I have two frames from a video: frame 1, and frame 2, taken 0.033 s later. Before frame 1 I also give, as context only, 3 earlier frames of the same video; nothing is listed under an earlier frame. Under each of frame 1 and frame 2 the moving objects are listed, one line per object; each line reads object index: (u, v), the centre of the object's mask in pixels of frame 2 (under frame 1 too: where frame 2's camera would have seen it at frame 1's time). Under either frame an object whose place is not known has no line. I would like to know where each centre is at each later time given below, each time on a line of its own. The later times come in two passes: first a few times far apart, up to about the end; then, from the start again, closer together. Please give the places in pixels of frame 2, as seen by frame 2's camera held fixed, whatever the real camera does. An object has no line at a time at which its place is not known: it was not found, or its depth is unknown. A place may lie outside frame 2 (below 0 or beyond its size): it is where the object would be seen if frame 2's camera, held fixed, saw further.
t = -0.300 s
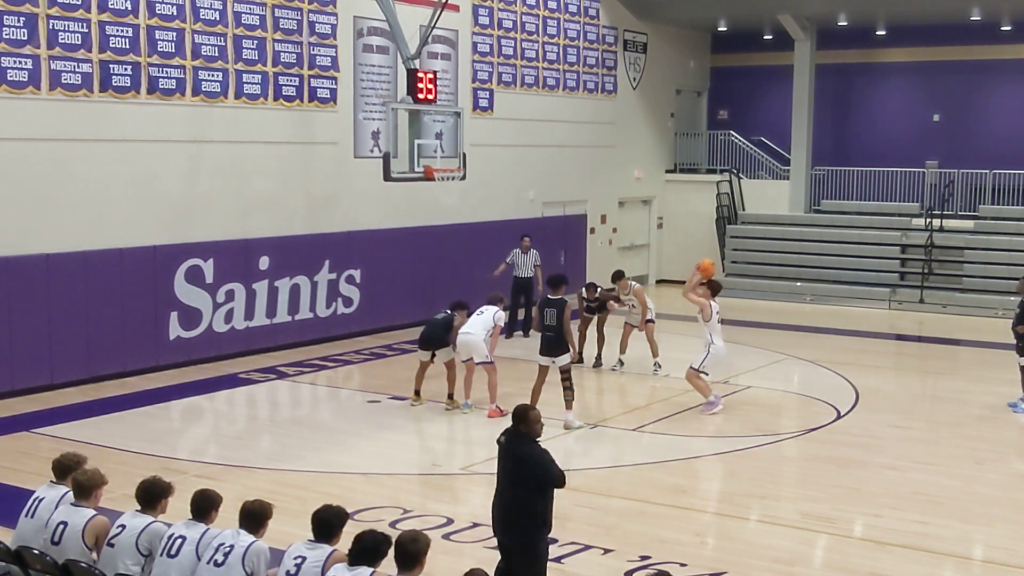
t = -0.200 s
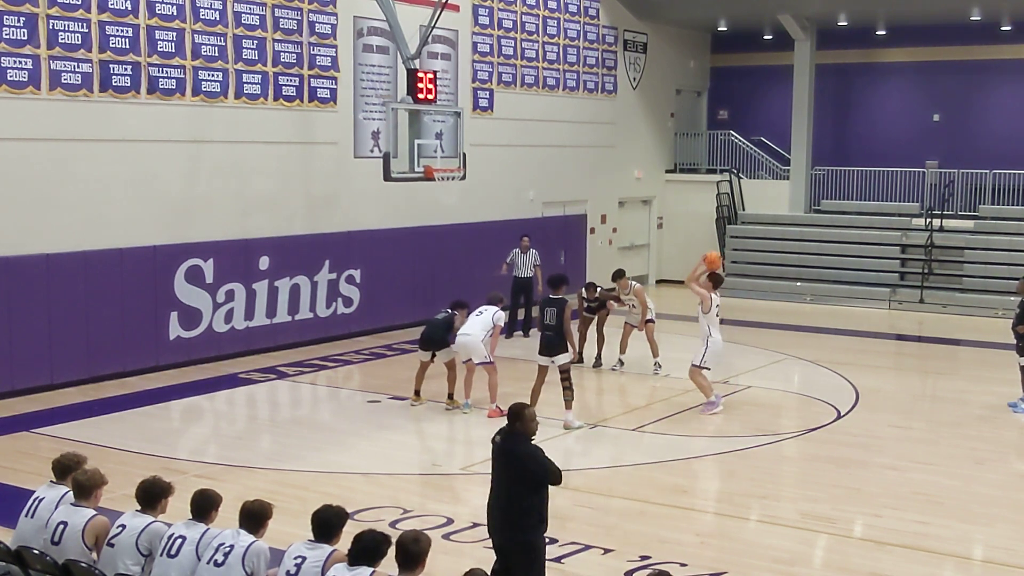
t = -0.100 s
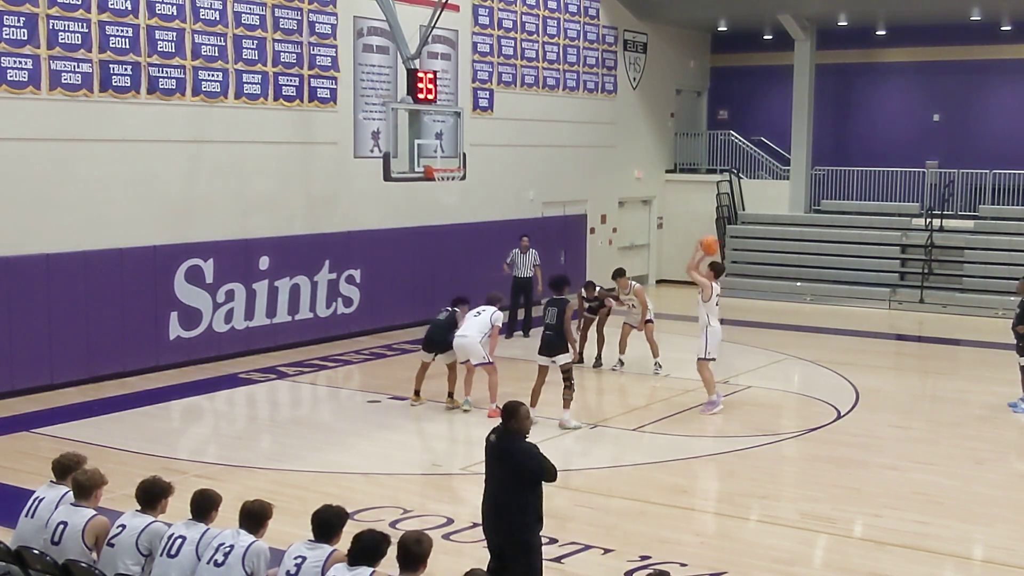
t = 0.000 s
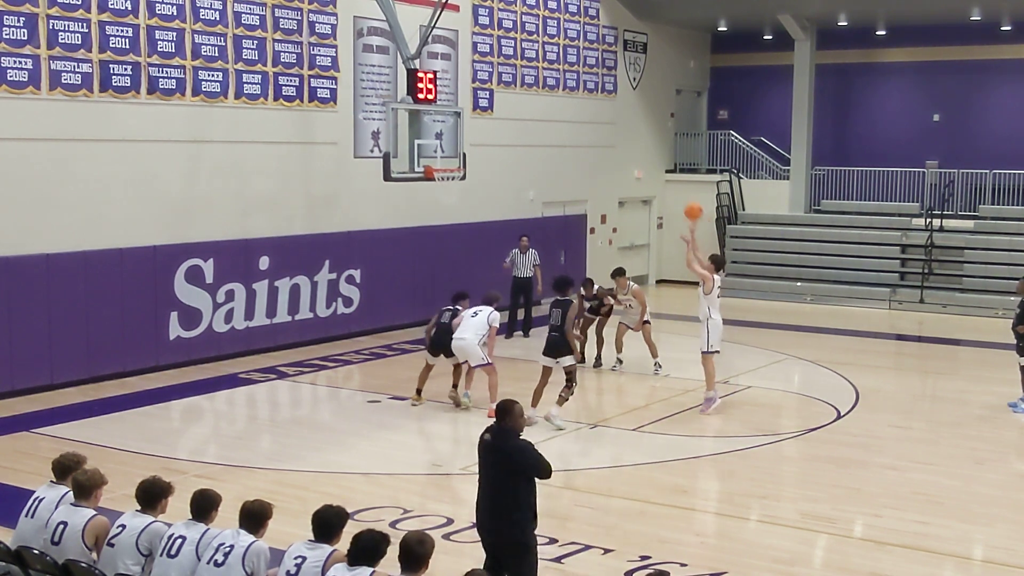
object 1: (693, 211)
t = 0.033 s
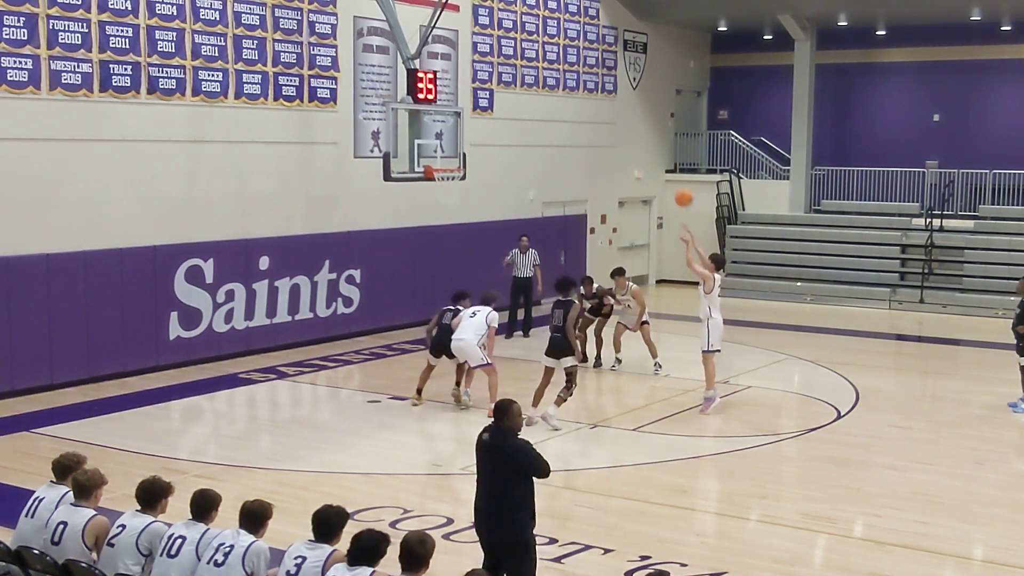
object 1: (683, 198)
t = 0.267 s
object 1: (619, 130)
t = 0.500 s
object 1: (557, 104)
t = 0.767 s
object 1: (492, 121)
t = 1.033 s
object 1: (439, 181)
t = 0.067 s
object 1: (674, 186)
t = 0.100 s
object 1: (665, 174)
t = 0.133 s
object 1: (656, 163)
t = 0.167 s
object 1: (646, 153)
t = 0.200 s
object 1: (637, 145)
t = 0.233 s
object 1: (628, 137)
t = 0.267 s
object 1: (619, 130)
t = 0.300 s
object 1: (610, 124)
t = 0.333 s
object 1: (601, 119)
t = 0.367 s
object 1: (592, 114)
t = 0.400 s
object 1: (583, 110)
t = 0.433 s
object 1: (574, 108)
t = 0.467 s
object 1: (566, 106)
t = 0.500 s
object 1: (557, 104)
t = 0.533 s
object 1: (549, 104)
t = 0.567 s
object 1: (541, 104)
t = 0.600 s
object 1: (532, 105)
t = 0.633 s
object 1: (524, 107)
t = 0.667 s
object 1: (516, 110)
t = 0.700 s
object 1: (508, 113)
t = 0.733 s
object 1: (500, 117)
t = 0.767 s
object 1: (492, 121)
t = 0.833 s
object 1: (477, 133)
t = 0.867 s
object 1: (469, 140)
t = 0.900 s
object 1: (461, 147)
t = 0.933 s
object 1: (453, 155)
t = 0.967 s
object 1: (445, 164)
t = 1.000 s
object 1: (438, 175)
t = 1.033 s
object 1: (439, 181)
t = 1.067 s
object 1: (441, 188)
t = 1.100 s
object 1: (443, 194)
